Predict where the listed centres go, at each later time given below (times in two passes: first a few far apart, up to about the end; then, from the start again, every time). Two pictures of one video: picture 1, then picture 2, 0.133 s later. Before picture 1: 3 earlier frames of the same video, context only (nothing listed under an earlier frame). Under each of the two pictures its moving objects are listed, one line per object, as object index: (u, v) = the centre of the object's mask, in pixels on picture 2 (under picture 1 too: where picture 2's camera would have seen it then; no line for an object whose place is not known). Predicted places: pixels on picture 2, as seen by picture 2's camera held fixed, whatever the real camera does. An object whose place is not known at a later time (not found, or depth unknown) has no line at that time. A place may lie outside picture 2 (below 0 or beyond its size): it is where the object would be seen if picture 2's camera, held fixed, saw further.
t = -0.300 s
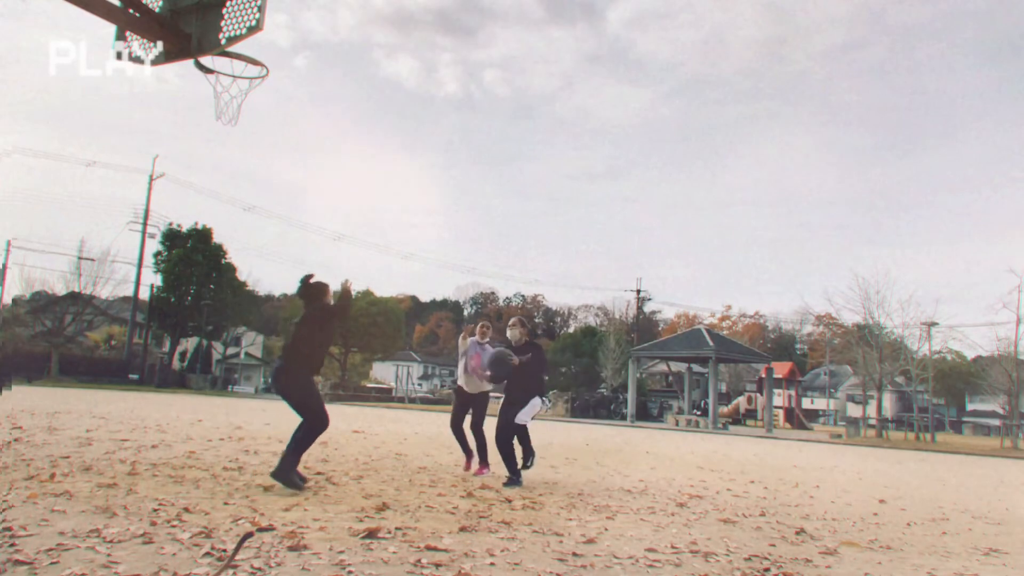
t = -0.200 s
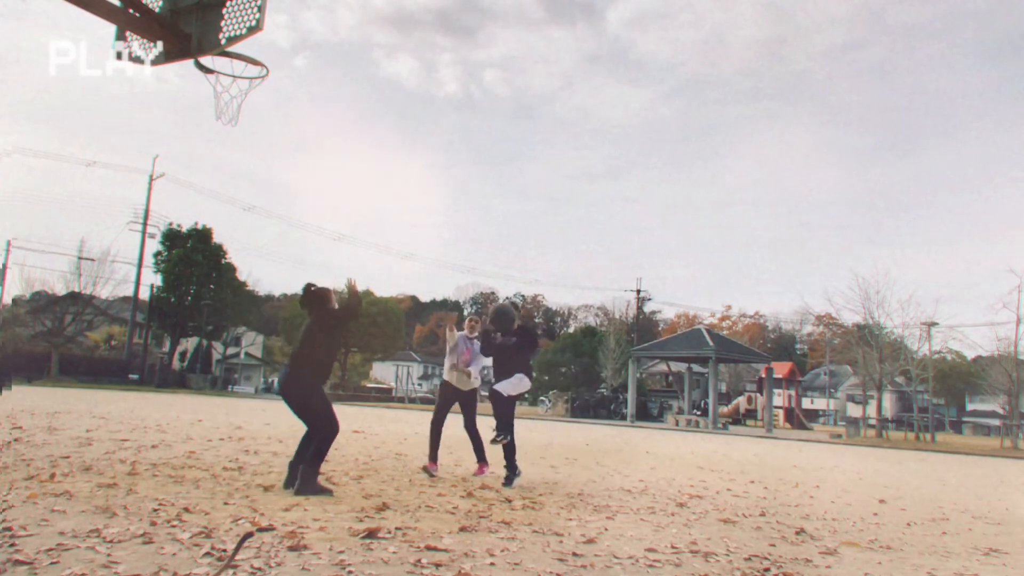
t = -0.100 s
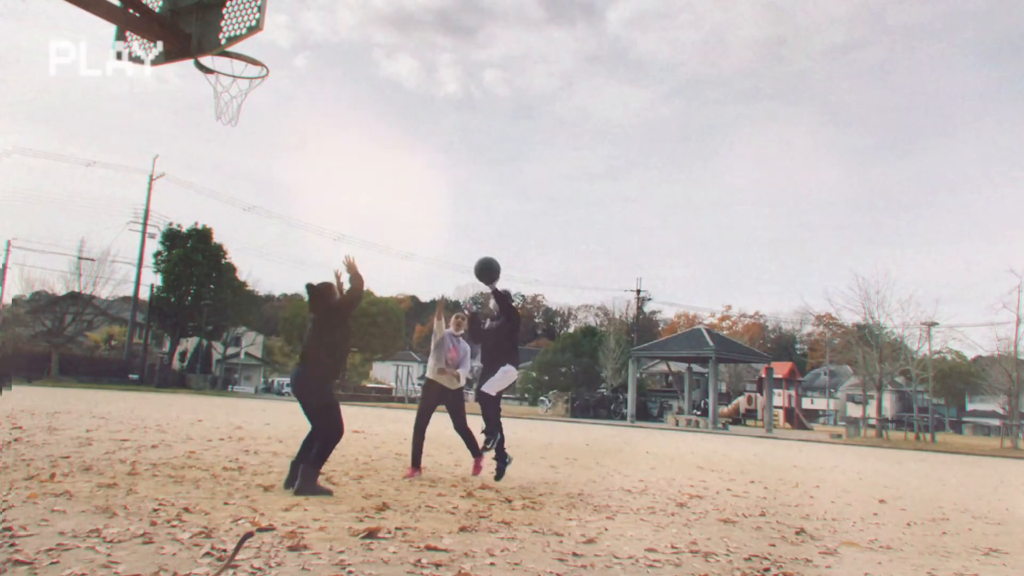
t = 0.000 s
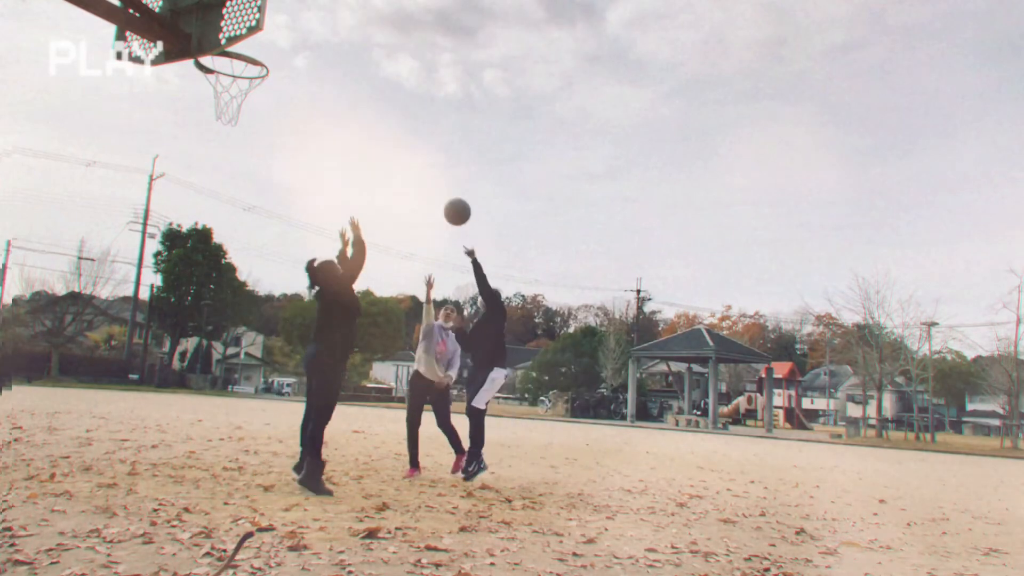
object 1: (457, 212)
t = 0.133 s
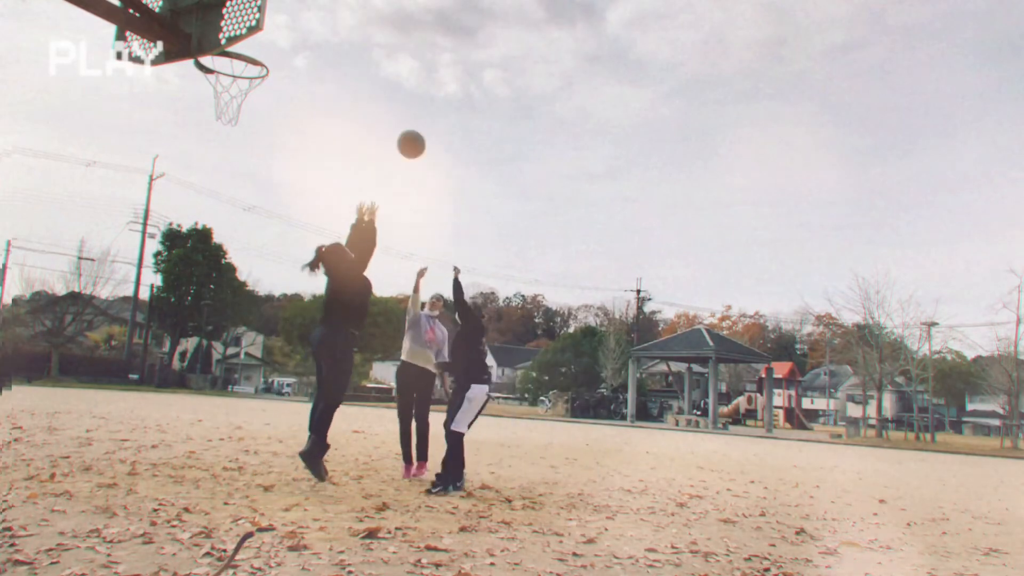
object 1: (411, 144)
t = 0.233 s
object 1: (373, 105)
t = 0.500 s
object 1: (253, 48)
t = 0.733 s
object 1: (230, 58)
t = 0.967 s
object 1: (232, 115)
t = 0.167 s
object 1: (399, 130)
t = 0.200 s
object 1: (386, 117)
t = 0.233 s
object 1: (373, 105)
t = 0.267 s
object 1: (359, 94)
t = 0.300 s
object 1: (345, 84)
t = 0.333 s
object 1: (331, 75)
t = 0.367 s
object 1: (316, 67)
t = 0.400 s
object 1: (300, 61)
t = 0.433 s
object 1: (284, 56)
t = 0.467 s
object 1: (268, 51)
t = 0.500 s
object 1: (253, 48)
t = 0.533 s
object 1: (236, 53)
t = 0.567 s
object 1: (226, 54)
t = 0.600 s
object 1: (229, 53)
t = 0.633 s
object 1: (229, 53)
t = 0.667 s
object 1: (229, 53)
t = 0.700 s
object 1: (230, 55)
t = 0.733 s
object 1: (230, 58)
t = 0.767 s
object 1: (230, 62)
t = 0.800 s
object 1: (230, 66)
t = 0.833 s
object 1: (231, 74)
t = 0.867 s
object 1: (231, 83)
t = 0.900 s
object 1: (232, 92)
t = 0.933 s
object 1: (232, 103)
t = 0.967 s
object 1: (232, 115)
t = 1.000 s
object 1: (232, 128)
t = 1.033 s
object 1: (232, 142)
